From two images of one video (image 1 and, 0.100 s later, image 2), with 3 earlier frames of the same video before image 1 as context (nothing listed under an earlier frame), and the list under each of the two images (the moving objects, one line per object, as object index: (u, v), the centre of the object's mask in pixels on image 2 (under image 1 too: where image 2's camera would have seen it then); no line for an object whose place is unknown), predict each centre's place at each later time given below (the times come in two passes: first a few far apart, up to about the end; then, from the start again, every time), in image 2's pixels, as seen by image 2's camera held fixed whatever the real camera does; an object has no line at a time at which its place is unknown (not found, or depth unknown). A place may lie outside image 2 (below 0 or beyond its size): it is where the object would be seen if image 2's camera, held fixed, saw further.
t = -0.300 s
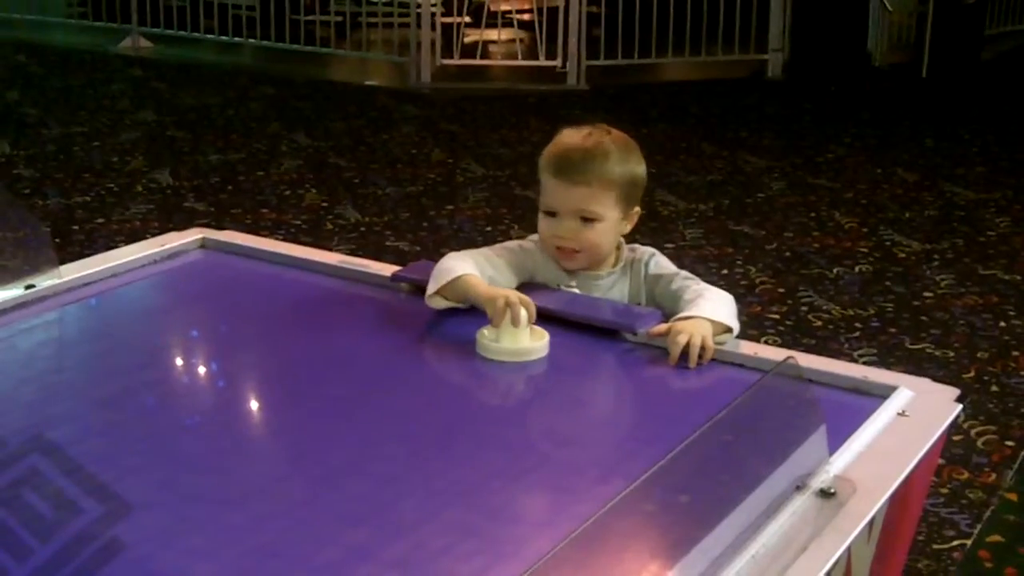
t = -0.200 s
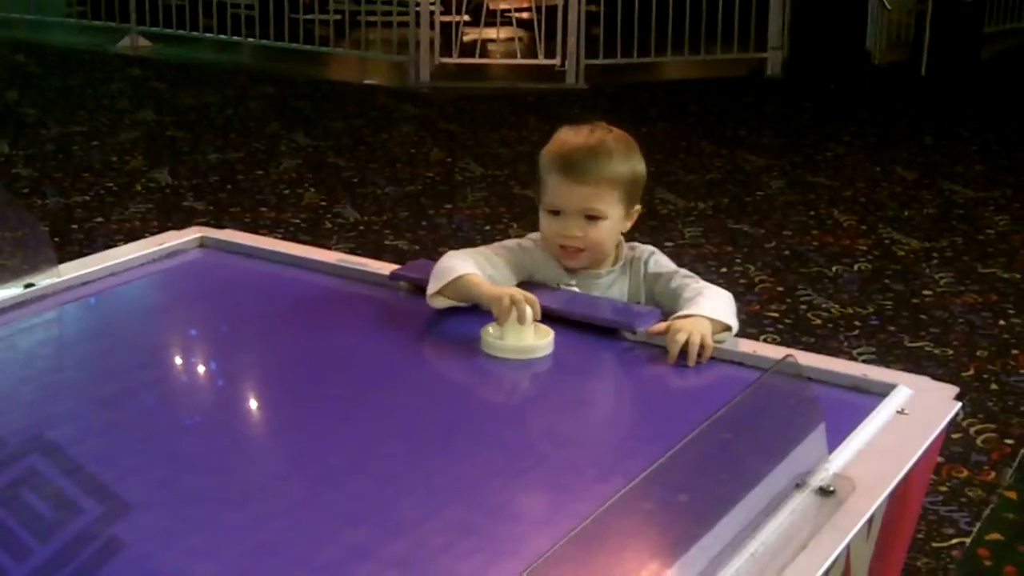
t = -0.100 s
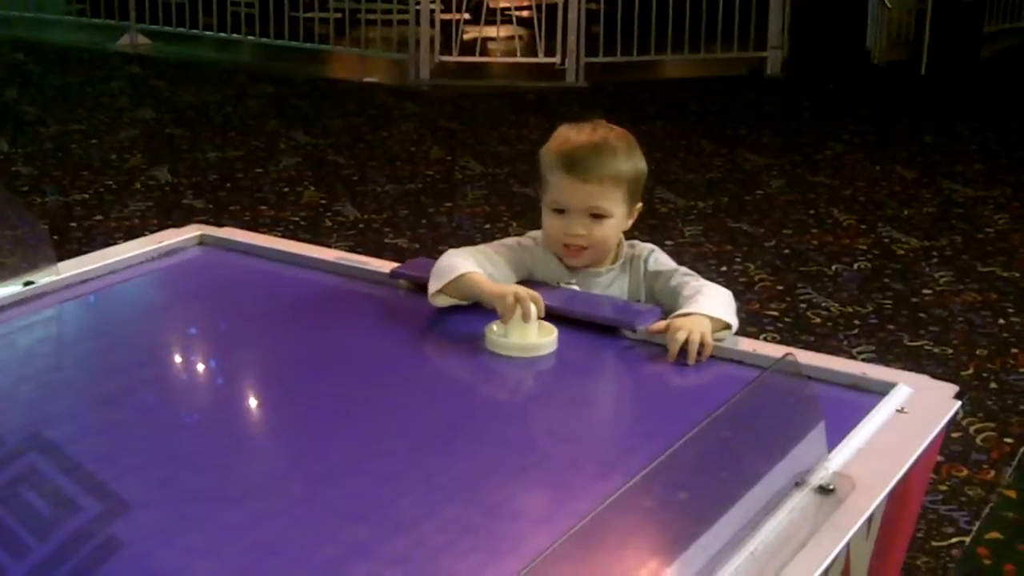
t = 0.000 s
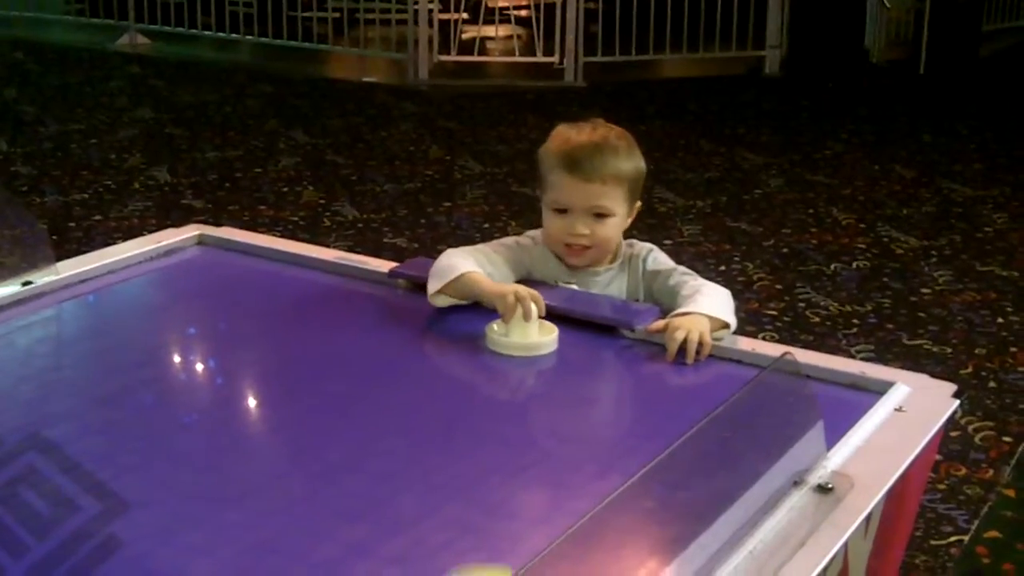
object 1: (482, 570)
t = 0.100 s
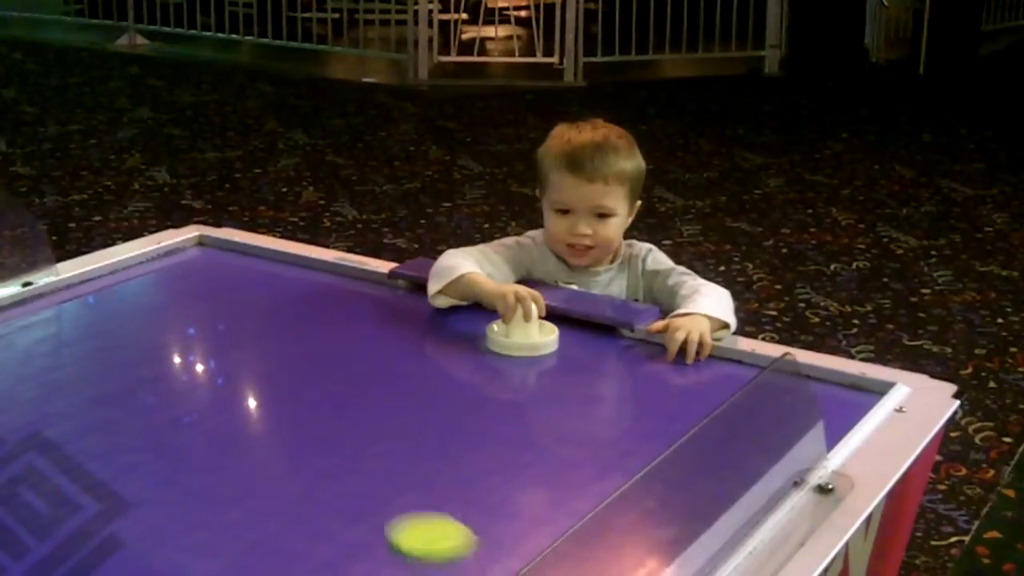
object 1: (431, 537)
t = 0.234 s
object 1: (363, 471)
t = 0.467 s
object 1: (271, 382)
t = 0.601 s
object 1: (229, 342)
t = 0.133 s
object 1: (413, 519)
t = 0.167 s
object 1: (395, 502)
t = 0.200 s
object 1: (379, 487)
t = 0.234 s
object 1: (363, 471)
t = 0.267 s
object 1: (348, 457)
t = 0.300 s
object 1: (334, 444)
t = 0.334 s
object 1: (320, 430)
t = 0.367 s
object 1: (307, 417)
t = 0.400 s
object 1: (295, 405)
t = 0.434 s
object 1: (282, 394)
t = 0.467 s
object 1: (271, 382)
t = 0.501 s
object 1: (260, 372)
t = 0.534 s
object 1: (250, 362)
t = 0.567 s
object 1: (239, 351)
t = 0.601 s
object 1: (229, 342)
